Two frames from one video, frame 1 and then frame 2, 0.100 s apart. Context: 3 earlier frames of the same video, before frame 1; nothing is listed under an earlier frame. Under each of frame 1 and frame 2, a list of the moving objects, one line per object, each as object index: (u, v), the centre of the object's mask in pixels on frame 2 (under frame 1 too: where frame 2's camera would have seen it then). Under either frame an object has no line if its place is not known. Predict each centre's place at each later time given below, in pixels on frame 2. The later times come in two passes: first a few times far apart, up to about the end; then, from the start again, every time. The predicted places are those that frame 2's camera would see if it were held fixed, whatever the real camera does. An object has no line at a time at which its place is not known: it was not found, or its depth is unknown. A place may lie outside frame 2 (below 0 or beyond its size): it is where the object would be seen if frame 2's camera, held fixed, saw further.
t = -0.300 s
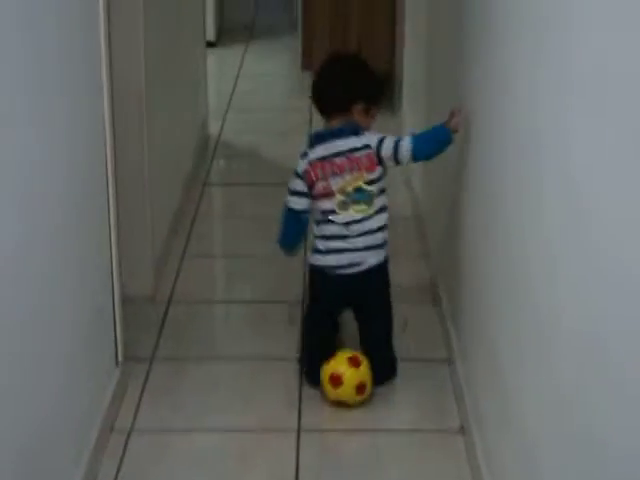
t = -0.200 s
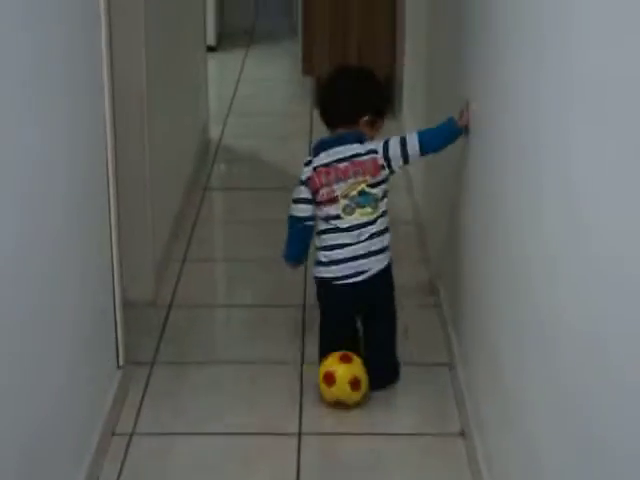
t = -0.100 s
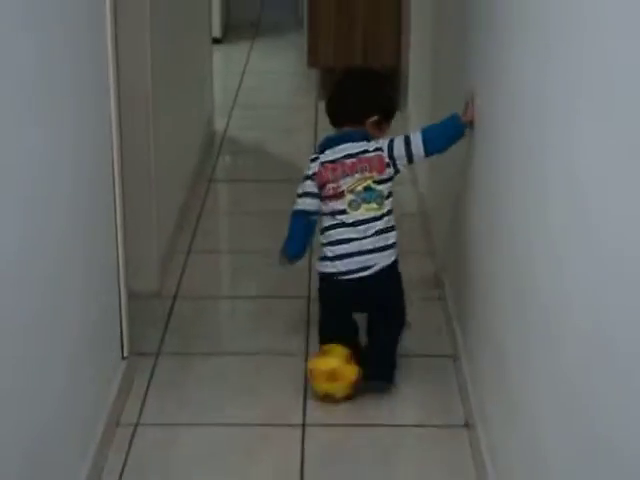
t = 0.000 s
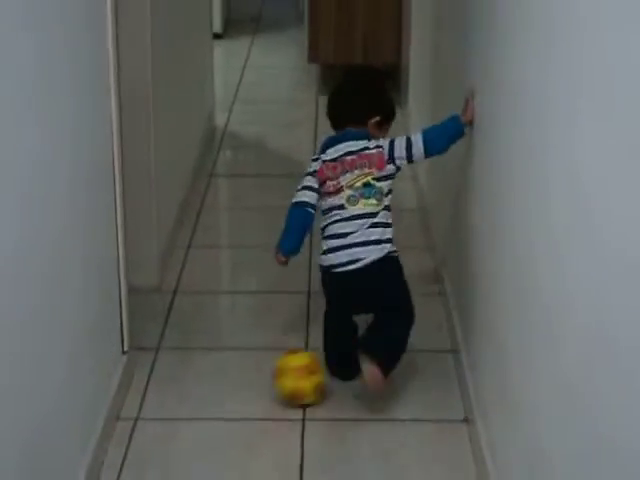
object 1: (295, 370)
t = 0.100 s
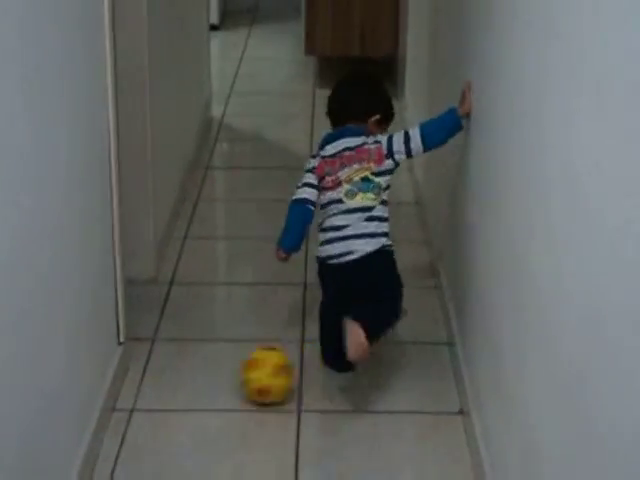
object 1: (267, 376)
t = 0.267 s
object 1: (216, 390)
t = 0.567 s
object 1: (131, 412)
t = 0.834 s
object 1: (142, 437)
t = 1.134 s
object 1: (151, 455)
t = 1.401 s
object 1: (168, 469)
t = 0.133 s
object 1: (257, 378)
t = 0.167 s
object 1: (247, 382)
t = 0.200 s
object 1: (237, 385)
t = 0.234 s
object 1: (227, 387)
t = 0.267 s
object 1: (216, 390)
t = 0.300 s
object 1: (204, 392)
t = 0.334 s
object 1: (194, 394)
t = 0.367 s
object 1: (183, 398)
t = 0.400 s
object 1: (173, 400)
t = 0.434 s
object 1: (164, 402)
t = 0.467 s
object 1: (154, 404)
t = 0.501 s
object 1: (145, 406)
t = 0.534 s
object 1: (134, 410)
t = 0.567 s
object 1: (131, 412)
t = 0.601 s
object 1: (134, 416)
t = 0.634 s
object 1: (135, 419)
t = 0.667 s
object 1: (138, 422)
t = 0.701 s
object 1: (139, 425)
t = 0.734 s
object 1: (141, 429)
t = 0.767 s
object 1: (141, 432)
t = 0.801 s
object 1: (142, 434)
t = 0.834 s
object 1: (142, 437)
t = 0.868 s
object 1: (142, 441)
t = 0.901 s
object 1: (142, 443)
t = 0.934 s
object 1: (143, 444)
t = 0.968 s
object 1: (144, 446)
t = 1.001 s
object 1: (144, 449)
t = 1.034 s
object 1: (145, 451)
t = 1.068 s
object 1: (148, 452)
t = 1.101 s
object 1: (149, 454)
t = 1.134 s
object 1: (151, 455)
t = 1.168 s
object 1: (153, 456)
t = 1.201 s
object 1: (155, 457)
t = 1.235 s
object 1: (157, 458)
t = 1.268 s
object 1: (160, 460)
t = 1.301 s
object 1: (161, 462)
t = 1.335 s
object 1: (163, 465)
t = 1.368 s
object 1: (166, 466)
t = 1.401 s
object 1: (168, 469)
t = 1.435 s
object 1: (169, 472)
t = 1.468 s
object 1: (170, 474)
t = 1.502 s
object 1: (170, 476)
